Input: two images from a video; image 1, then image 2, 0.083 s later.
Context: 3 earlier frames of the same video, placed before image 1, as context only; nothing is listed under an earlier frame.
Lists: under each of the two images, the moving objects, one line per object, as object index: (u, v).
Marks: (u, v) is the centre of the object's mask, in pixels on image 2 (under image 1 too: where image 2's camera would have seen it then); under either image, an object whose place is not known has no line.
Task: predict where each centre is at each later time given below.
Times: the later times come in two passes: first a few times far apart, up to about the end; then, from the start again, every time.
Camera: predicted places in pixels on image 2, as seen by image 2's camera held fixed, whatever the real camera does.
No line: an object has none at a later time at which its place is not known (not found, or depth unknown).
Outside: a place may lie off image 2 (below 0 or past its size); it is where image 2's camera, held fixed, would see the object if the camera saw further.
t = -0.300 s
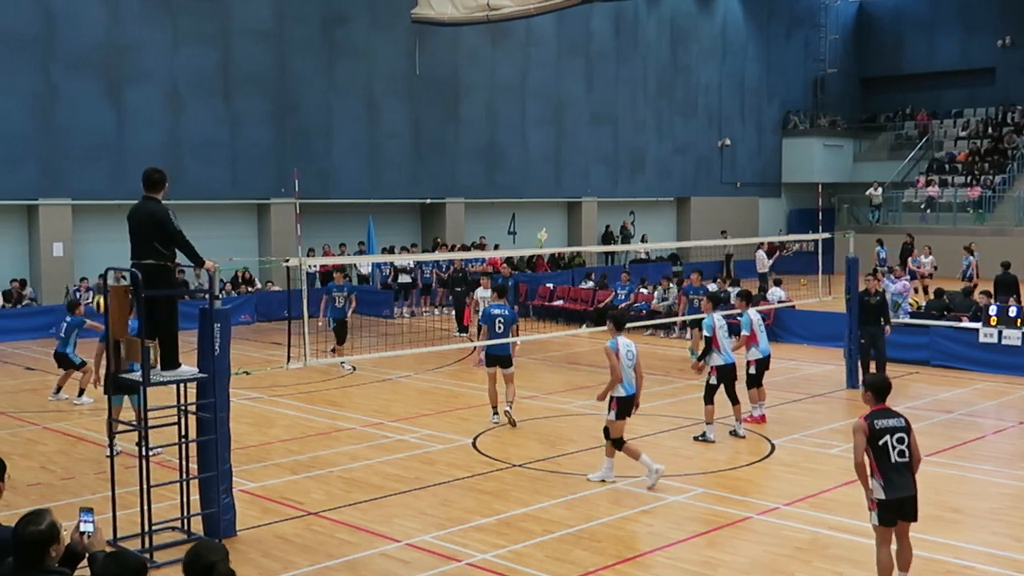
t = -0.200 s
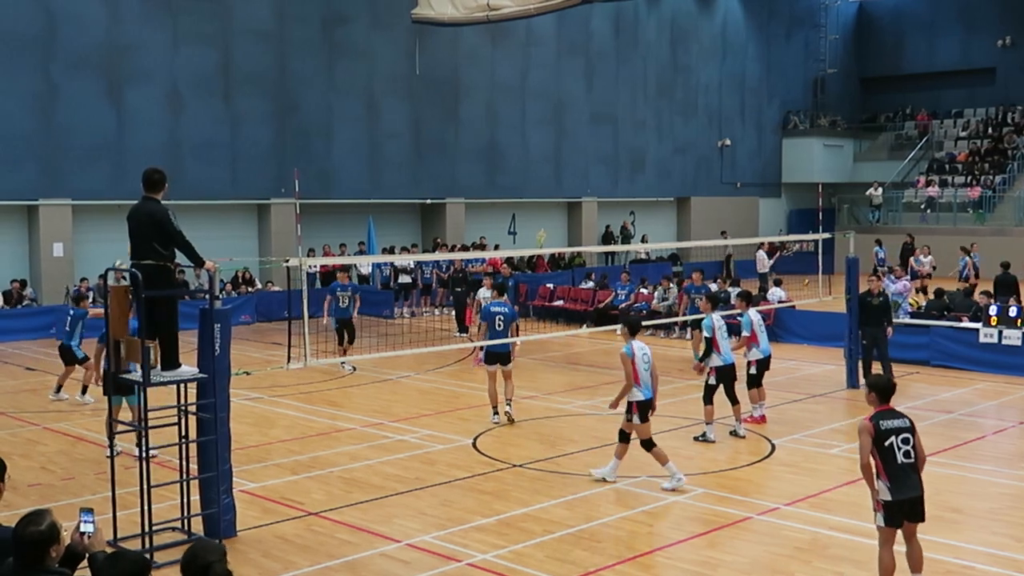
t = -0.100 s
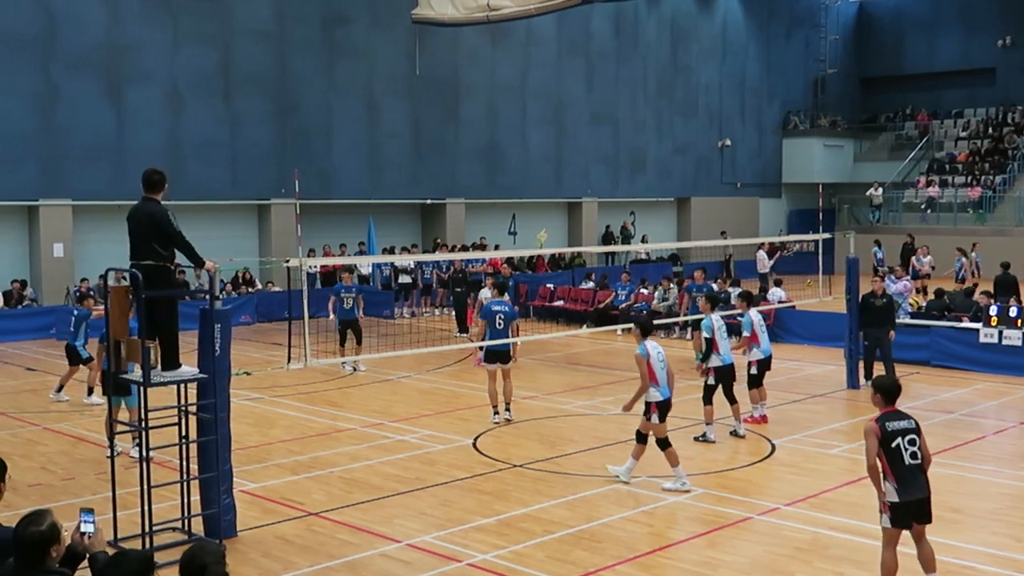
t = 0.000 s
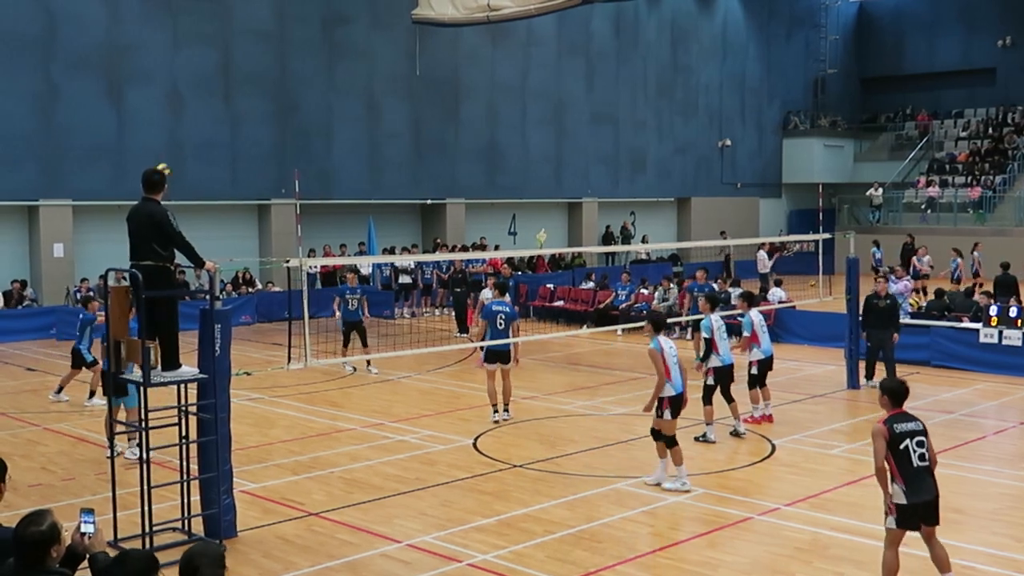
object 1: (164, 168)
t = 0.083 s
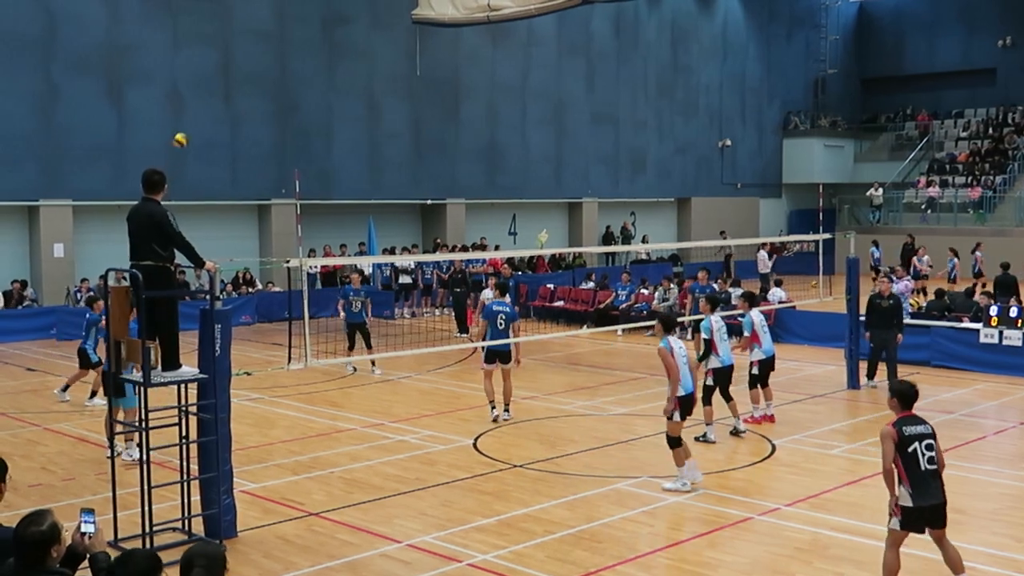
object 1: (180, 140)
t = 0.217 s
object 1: (209, 102)
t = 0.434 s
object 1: (252, 65)
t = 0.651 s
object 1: (294, 62)
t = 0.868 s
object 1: (333, 87)
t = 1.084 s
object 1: (372, 142)
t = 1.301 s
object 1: (405, 219)
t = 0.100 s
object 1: (184, 134)
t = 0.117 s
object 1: (187, 129)
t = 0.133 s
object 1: (191, 124)
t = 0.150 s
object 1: (195, 119)
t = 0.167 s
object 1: (199, 114)
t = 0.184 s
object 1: (202, 110)
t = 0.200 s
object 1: (206, 105)
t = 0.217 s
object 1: (209, 102)
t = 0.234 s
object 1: (212, 98)
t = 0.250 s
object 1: (216, 94)
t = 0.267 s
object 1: (219, 91)
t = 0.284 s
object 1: (221, 87)
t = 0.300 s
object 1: (225, 84)
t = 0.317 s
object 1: (229, 81)
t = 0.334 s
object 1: (232, 78)
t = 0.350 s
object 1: (235, 76)
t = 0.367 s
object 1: (238, 74)
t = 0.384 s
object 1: (242, 71)
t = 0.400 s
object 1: (245, 69)
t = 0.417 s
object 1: (248, 67)
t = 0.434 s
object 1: (252, 65)
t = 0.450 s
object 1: (255, 64)
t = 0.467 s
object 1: (258, 63)
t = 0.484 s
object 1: (261, 62)
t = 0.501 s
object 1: (265, 61)
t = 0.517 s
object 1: (268, 61)
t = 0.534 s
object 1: (271, 60)
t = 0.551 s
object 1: (274, 59)
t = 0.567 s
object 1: (277, 59)
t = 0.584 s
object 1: (281, 59)
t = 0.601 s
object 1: (285, 60)
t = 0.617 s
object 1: (288, 61)
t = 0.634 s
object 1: (291, 61)
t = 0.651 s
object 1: (294, 62)
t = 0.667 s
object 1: (297, 63)
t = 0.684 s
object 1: (300, 64)
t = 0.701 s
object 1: (303, 66)
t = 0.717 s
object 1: (306, 67)
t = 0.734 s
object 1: (309, 69)
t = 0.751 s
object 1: (313, 71)
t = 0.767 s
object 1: (316, 73)
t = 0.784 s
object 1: (318, 75)
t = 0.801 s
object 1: (321, 77)
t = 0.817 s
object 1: (325, 80)
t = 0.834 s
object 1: (327, 82)
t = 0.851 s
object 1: (330, 85)
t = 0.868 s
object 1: (333, 87)
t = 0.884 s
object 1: (337, 91)
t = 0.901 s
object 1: (340, 94)
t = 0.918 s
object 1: (343, 98)
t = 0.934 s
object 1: (346, 102)
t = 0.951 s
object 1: (348, 106)
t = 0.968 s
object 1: (351, 109)
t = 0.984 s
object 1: (354, 113)
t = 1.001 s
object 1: (357, 117)
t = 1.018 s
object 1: (360, 122)
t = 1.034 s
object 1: (363, 127)
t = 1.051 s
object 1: (365, 132)
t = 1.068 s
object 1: (369, 137)
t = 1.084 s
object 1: (372, 142)
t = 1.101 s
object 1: (374, 147)
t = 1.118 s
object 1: (377, 153)
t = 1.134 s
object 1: (379, 158)
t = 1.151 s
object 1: (382, 164)
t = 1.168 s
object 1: (384, 170)
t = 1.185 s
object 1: (387, 175)
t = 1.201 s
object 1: (389, 181)
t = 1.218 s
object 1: (392, 187)
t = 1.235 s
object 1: (395, 194)
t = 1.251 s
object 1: (397, 200)
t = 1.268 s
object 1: (400, 206)
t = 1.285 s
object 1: (402, 212)
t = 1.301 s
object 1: (405, 219)
